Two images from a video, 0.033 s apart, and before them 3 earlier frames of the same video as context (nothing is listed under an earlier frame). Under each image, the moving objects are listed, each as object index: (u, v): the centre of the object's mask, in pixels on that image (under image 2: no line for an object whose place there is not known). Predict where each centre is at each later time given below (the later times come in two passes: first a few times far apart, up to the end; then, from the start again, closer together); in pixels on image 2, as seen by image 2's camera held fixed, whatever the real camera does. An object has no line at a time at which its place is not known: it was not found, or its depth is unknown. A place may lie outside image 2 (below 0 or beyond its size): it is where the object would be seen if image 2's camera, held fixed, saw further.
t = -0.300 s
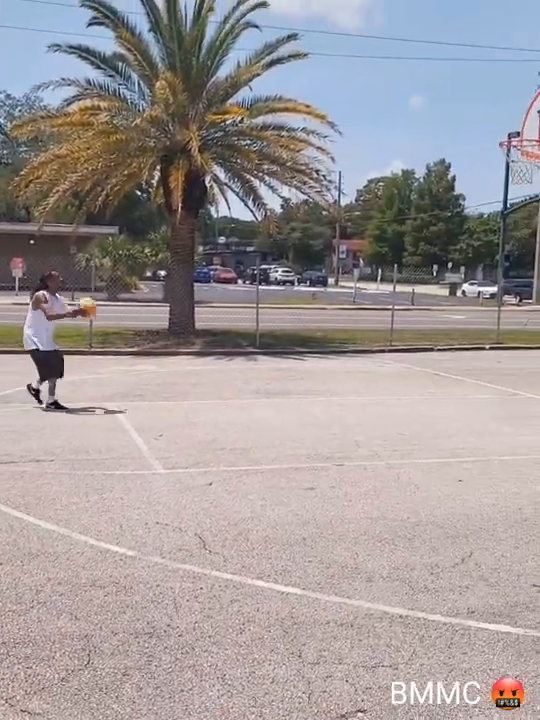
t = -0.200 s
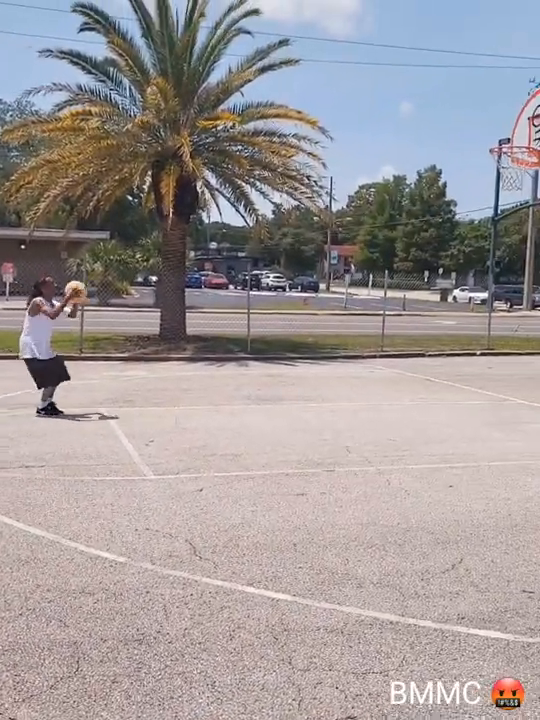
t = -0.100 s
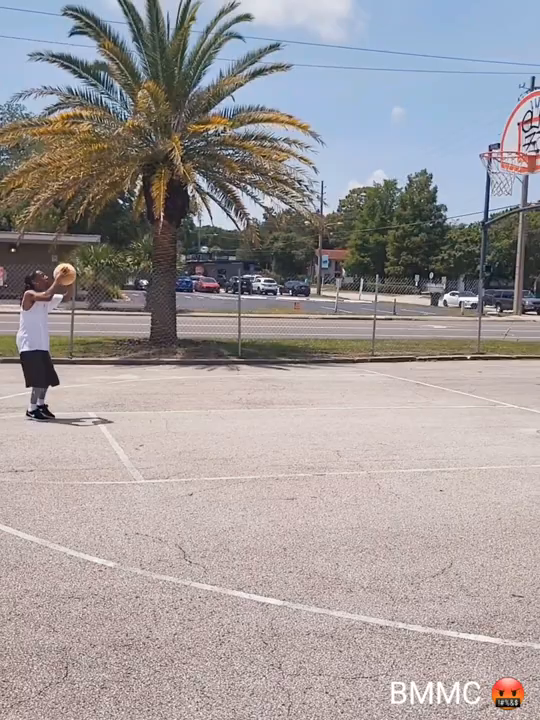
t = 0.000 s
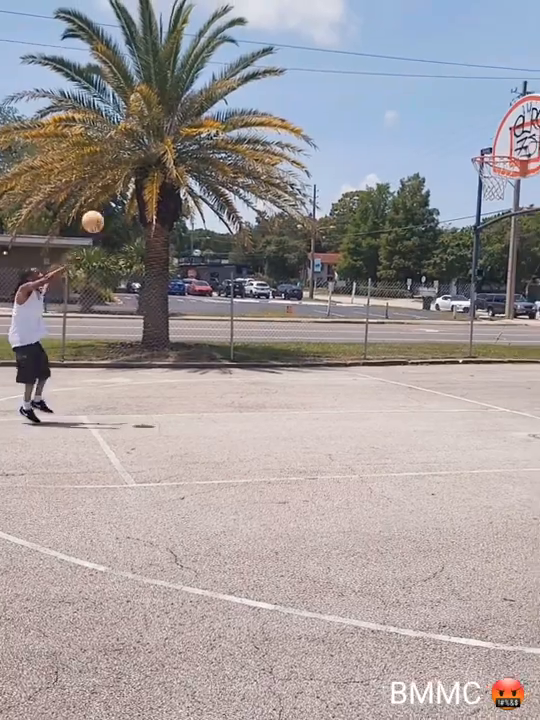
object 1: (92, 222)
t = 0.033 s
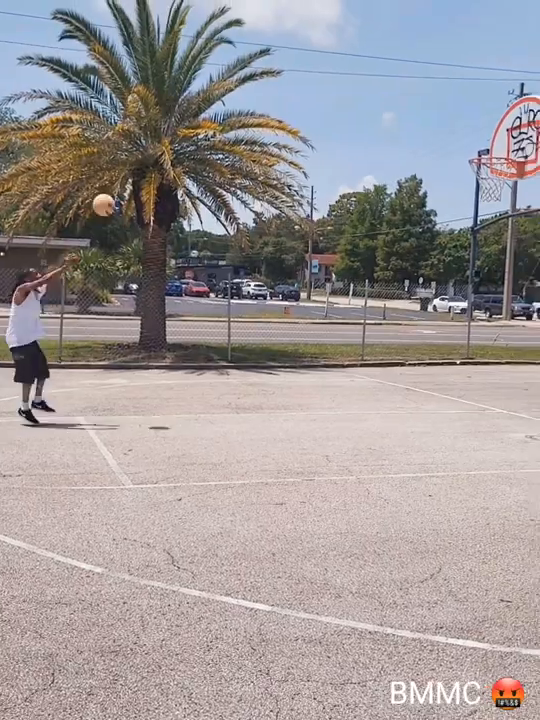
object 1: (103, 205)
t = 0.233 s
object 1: (184, 122)
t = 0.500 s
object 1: (291, 66)
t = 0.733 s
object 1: (379, 72)
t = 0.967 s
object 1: (463, 126)
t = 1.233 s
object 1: (494, 219)
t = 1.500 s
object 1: (480, 348)
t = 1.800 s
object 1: (452, 354)
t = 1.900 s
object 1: (438, 314)
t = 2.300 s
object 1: (375, 258)
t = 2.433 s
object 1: (353, 273)
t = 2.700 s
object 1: (307, 352)
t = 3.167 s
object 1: (246, 333)
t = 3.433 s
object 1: (215, 313)
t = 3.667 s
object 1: (188, 354)
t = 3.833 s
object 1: (164, 417)
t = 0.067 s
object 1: (117, 188)
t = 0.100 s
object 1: (130, 173)
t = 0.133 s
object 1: (144, 159)
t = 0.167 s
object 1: (157, 145)
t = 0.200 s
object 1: (171, 131)
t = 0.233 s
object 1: (184, 122)
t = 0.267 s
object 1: (199, 111)
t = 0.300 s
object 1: (211, 101)
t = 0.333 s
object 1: (225, 93)
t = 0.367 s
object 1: (238, 85)
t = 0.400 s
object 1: (252, 79)
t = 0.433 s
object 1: (264, 74)
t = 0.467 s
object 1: (278, 69)
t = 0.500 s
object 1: (291, 66)
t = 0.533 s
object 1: (303, 64)
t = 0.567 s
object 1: (316, 63)
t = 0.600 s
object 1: (328, 63)
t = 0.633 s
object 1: (341, 64)
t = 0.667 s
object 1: (354, 66)
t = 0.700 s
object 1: (367, 68)
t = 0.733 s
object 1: (379, 72)
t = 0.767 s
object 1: (391, 77)
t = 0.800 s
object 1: (403, 83)
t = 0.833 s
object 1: (416, 90)
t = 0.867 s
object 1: (427, 98)
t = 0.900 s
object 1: (439, 106)
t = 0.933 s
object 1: (452, 115)
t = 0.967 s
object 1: (463, 126)
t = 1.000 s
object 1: (474, 137)
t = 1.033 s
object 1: (486, 149)
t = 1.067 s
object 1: (497, 165)
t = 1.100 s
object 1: (500, 174)
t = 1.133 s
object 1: (498, 186)
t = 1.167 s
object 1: (498, 195)
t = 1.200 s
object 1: (496, 207)
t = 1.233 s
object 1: (494, 219)
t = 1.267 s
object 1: (491, 231)
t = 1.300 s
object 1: (490, 245)
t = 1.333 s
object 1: (488, 260)
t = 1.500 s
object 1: (480, 348)
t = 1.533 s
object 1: (479, 368)
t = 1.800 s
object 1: (452, 354)
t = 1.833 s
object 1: (447, 341)
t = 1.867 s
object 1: (442, 327)
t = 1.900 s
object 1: (438, 314)
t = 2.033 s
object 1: (418, 280)
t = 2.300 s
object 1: (375, 258)
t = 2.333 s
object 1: (370, 261)
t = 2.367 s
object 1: (365, 264)
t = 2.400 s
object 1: (359, 268)
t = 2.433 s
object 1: (353, 273)
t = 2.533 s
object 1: (336, 294)
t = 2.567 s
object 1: (331, 303)
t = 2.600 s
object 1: (325, 314)
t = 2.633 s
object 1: (319, 326)
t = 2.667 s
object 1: (314, 337)
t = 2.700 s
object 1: (307, 352)
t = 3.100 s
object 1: (254, 349)
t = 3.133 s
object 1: (250, 340)
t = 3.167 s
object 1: (246, 333)
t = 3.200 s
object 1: (243, 326)
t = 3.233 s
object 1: (239, 321)
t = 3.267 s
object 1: (235, 317)
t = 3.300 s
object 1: (232, 314)
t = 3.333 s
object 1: (227, 312)
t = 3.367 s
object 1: (224, 312)
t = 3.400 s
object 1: (220, 312)
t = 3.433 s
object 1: (215, 313)
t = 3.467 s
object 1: (211, 314)
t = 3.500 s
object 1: (208, 318)
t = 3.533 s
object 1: (204, 323)
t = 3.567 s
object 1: (200, 329)
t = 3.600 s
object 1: (196, 336)
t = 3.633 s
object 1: (192, 345)
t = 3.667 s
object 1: (188, 354)
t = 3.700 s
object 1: (184, 364)
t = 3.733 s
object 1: (177, 375)
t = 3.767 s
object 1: (172, 389)
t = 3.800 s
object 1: (168, 402)
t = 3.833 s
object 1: (164, 417)
